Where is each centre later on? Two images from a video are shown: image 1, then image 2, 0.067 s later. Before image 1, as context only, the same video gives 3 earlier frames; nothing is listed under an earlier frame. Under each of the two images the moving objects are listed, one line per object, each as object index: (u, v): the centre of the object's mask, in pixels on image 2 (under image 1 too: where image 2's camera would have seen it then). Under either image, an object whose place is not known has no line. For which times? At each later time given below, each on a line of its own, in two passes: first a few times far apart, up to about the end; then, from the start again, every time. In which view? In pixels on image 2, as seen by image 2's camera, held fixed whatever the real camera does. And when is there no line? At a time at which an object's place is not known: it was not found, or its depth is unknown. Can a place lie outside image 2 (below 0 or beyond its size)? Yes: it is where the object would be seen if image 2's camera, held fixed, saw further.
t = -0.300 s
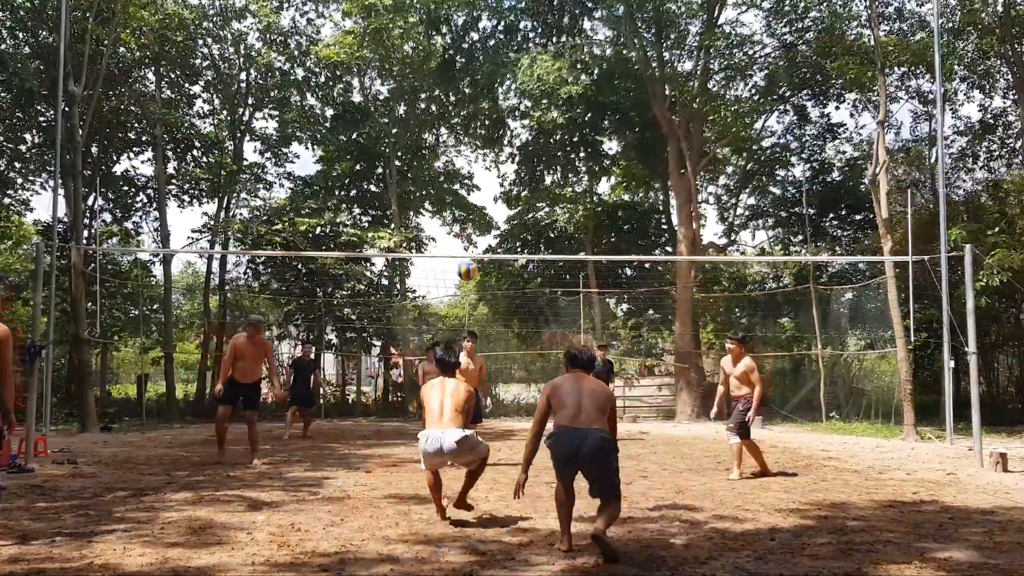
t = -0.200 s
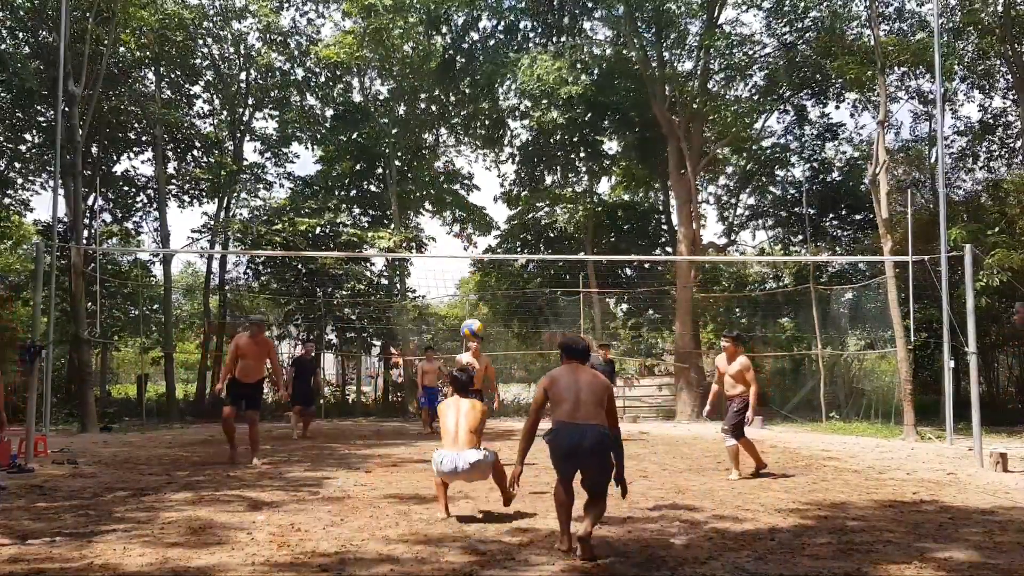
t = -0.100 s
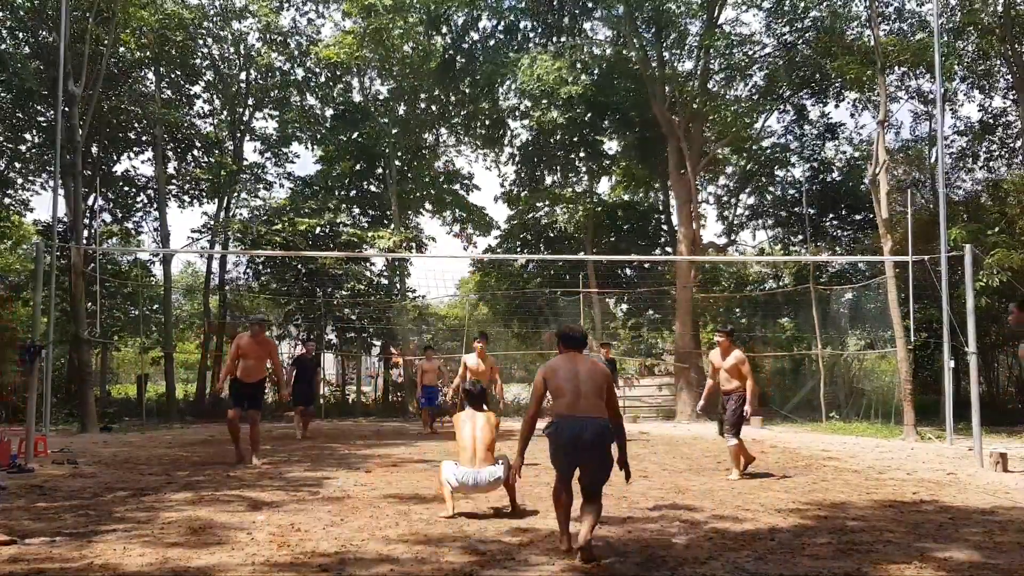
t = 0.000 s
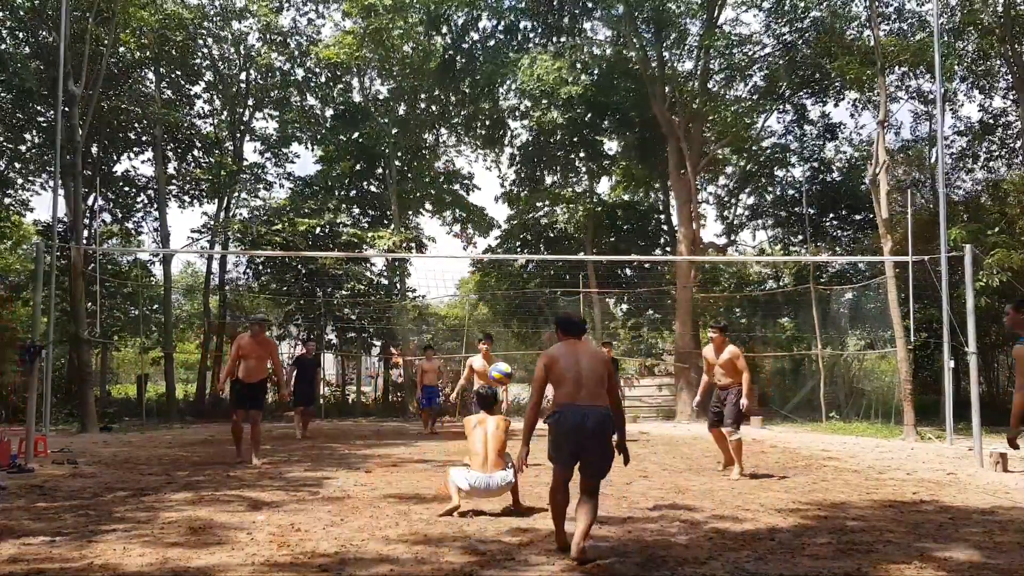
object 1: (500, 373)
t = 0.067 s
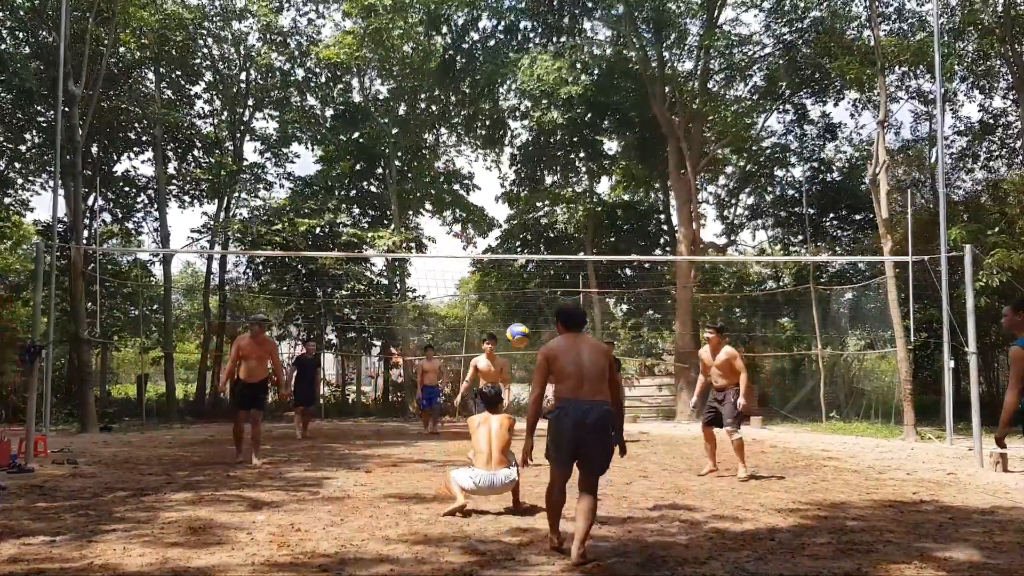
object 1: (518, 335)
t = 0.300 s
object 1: (573, 246)
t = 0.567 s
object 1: (630, 220)
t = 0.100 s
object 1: (526, 318)
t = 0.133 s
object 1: (534, 303)
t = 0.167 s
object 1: (542, 289)
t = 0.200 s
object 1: (551, 276)
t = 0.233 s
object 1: (558, 265)
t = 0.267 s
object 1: (566, 255)
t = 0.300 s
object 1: (573, 246)
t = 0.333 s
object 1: (581, 240)
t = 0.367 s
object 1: (587, 233)
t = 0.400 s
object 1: (595, 228)
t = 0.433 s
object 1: (602, 225)
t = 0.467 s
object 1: (609, 222)
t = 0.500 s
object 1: (616, 220)
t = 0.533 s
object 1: (622, 221)
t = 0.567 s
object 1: (630, 220)
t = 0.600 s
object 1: (636, 223)
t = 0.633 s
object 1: (643, 225)
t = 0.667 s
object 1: (649, 229)
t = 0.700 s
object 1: (655, 234)
